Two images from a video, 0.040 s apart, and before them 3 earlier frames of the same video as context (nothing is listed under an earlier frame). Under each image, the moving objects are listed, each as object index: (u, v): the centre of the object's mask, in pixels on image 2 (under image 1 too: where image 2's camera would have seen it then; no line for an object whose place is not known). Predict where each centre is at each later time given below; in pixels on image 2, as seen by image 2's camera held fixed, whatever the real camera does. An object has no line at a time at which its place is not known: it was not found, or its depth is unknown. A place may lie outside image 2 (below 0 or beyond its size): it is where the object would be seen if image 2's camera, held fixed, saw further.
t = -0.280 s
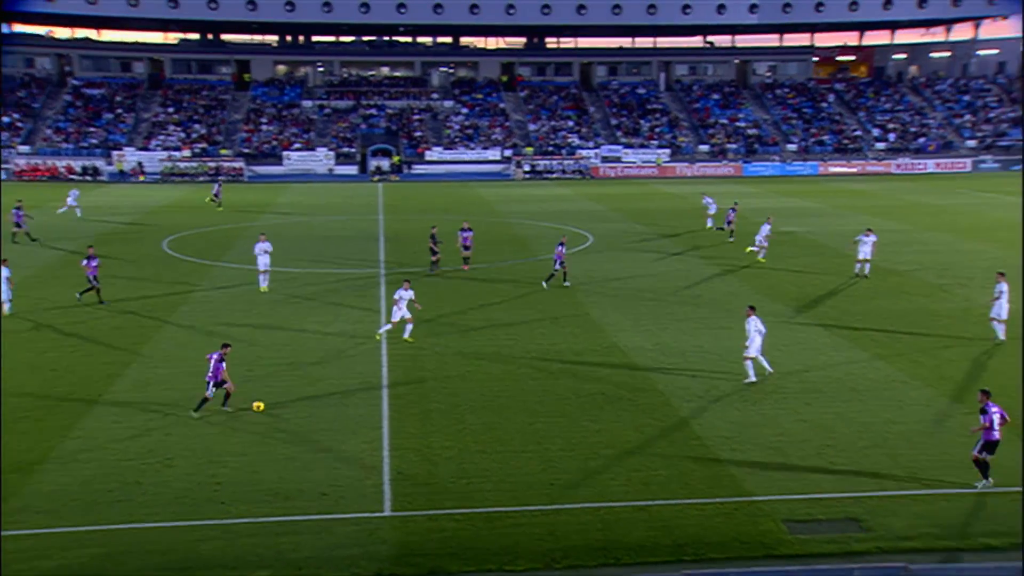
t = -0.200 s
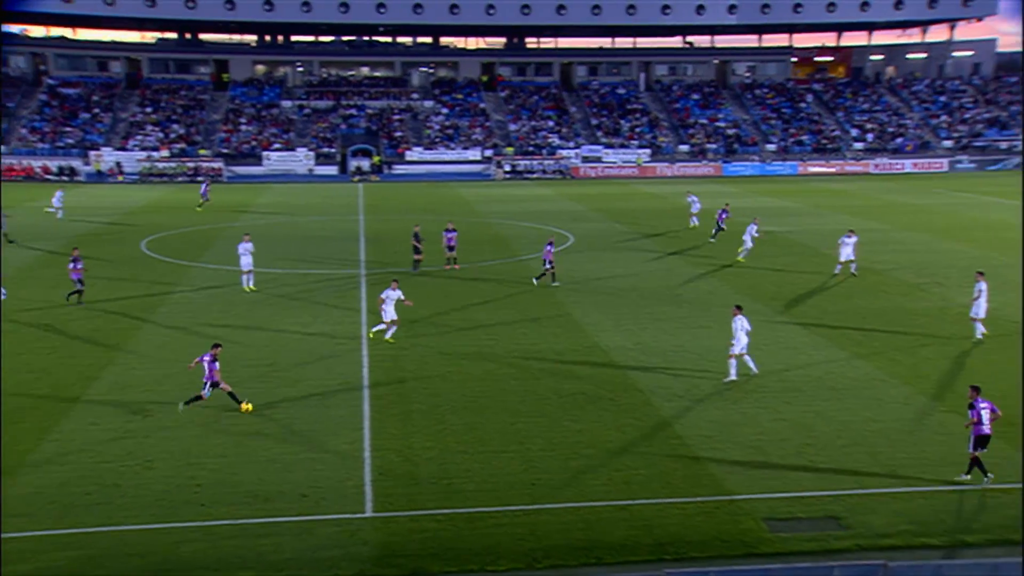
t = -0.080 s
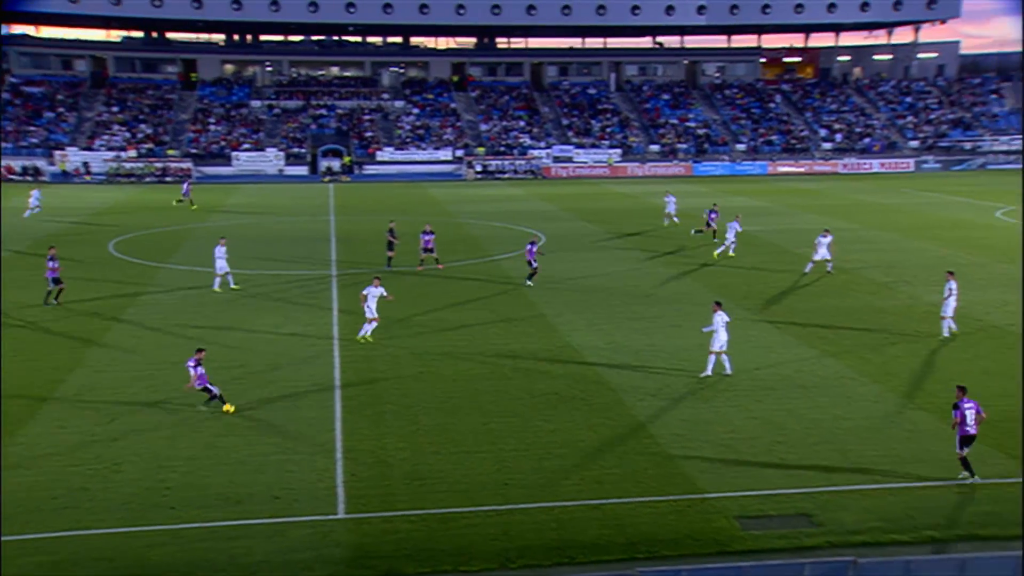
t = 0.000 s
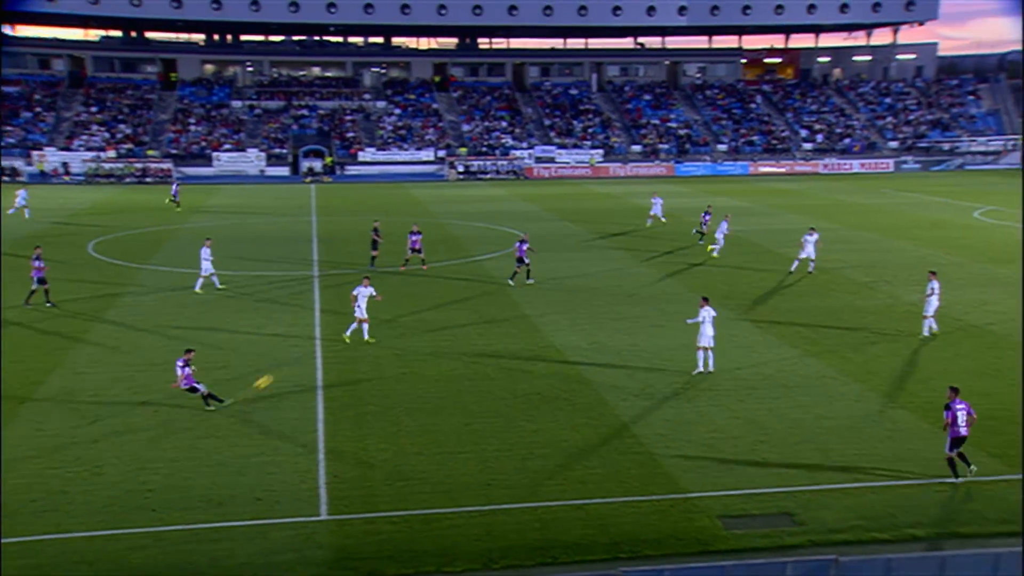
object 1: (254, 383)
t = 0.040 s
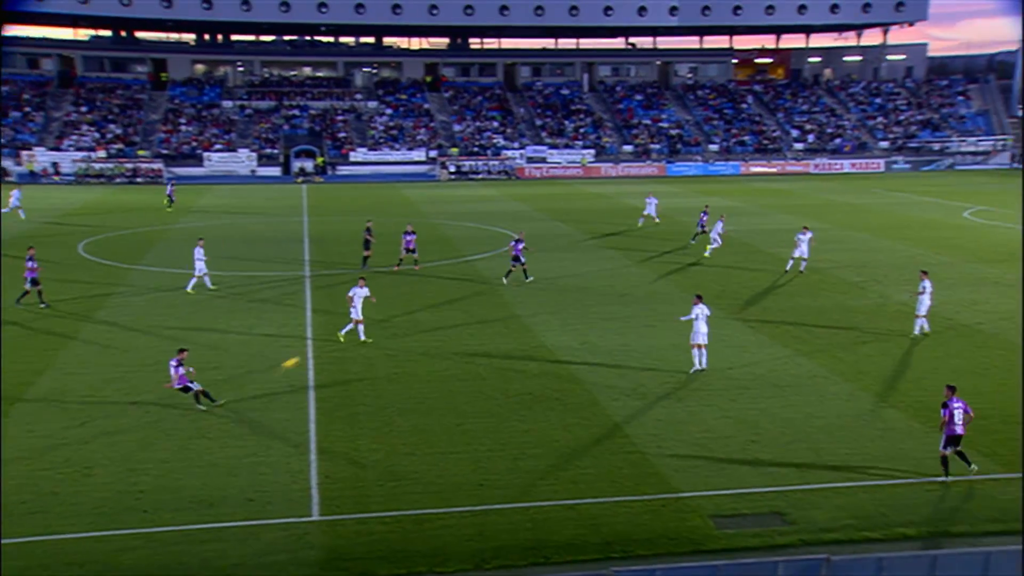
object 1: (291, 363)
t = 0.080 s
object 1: (325, 344)
